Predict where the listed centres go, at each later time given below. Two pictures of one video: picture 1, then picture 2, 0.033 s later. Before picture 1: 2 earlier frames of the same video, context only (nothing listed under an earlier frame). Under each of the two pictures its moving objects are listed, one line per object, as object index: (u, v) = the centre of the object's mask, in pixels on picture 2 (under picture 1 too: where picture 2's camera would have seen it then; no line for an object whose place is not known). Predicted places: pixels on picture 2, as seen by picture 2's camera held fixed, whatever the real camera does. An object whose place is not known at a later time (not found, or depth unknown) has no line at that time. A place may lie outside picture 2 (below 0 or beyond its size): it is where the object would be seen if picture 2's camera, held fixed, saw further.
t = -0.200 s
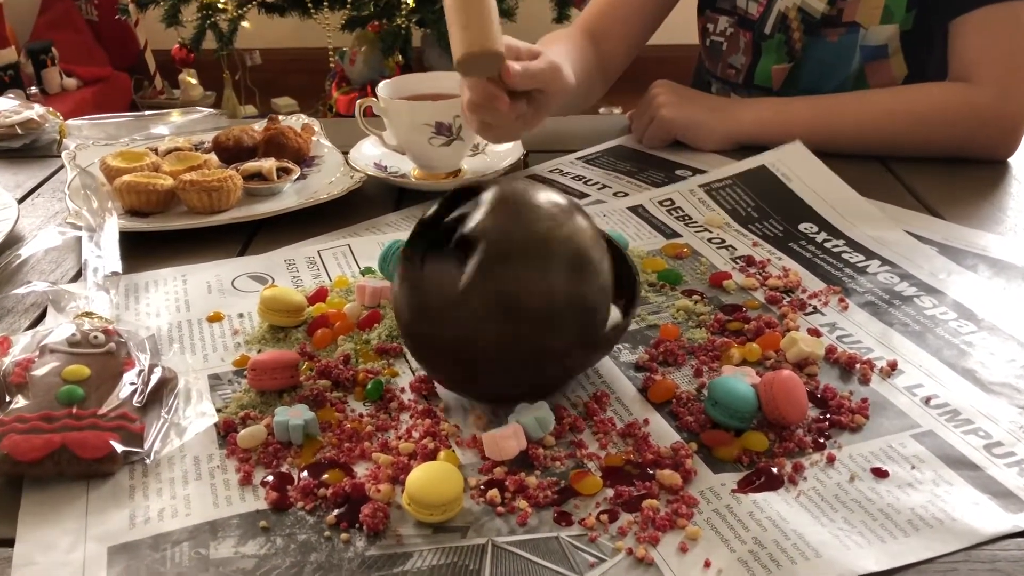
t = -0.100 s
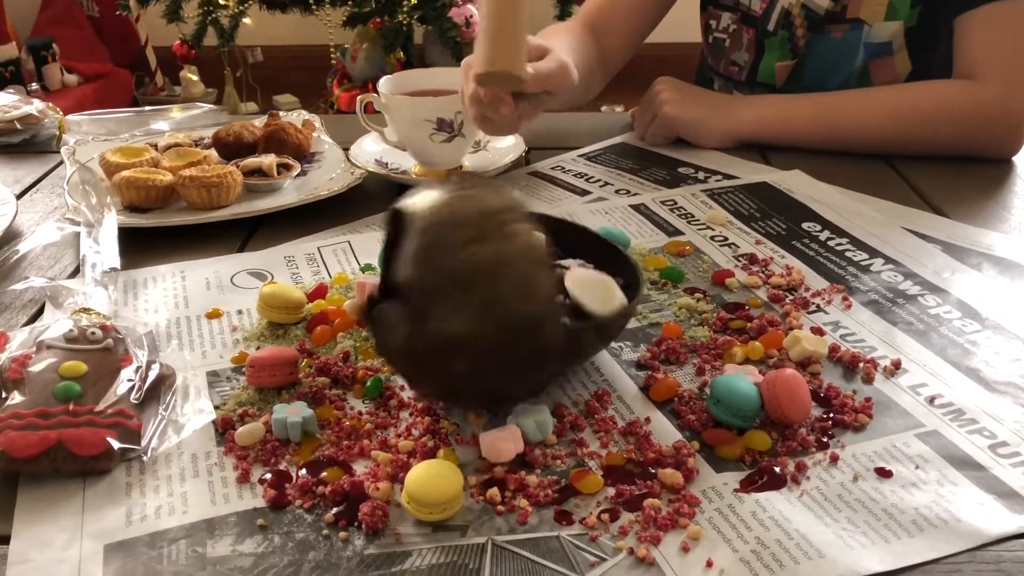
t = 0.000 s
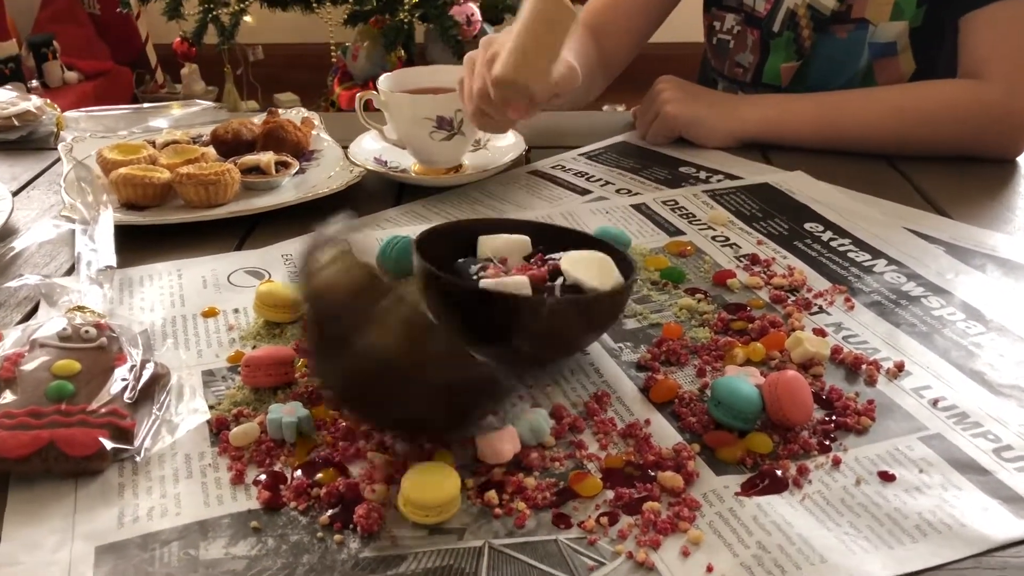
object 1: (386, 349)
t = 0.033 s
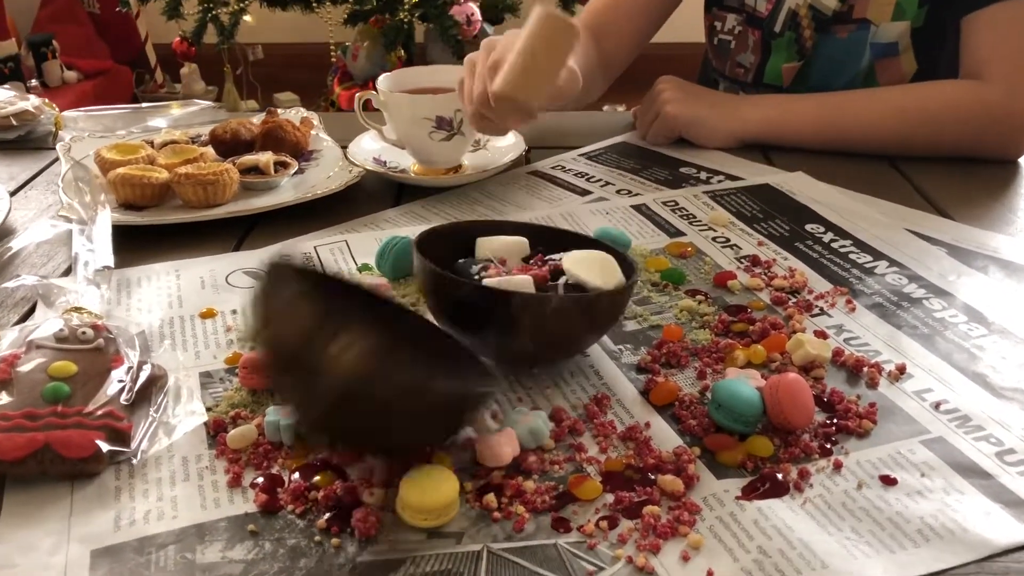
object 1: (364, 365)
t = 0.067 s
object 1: (337, 375)
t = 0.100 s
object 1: (304, 385)
